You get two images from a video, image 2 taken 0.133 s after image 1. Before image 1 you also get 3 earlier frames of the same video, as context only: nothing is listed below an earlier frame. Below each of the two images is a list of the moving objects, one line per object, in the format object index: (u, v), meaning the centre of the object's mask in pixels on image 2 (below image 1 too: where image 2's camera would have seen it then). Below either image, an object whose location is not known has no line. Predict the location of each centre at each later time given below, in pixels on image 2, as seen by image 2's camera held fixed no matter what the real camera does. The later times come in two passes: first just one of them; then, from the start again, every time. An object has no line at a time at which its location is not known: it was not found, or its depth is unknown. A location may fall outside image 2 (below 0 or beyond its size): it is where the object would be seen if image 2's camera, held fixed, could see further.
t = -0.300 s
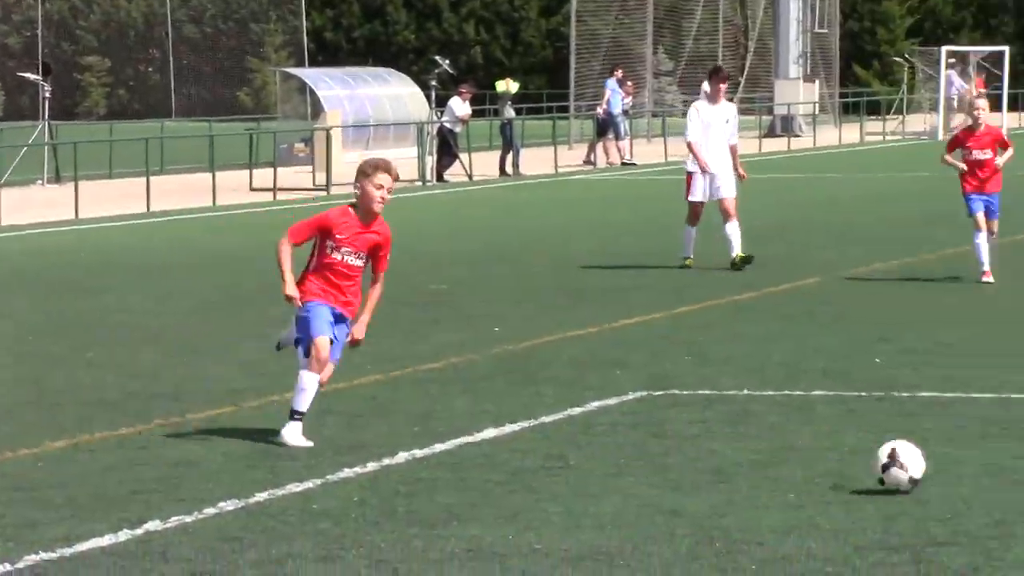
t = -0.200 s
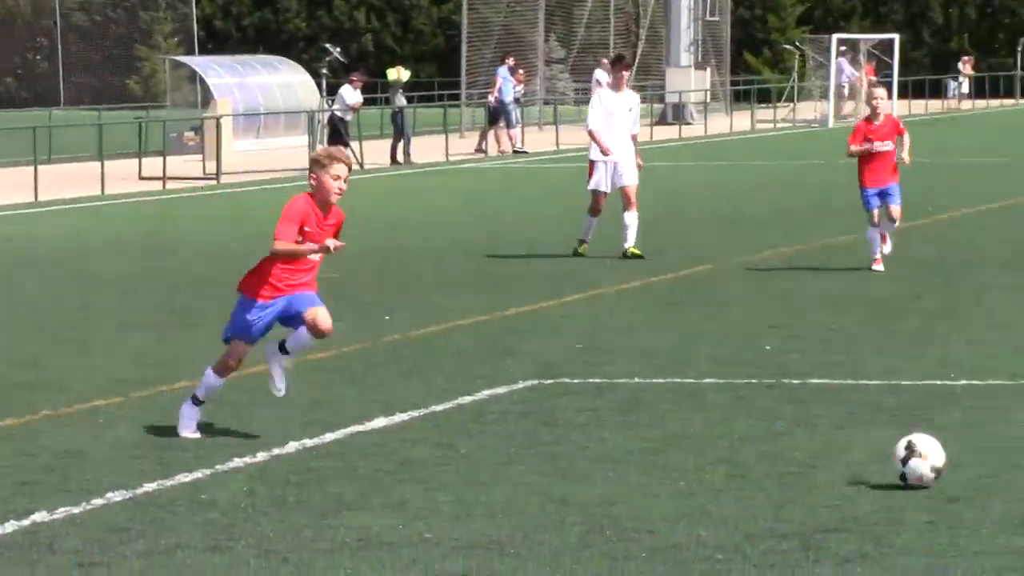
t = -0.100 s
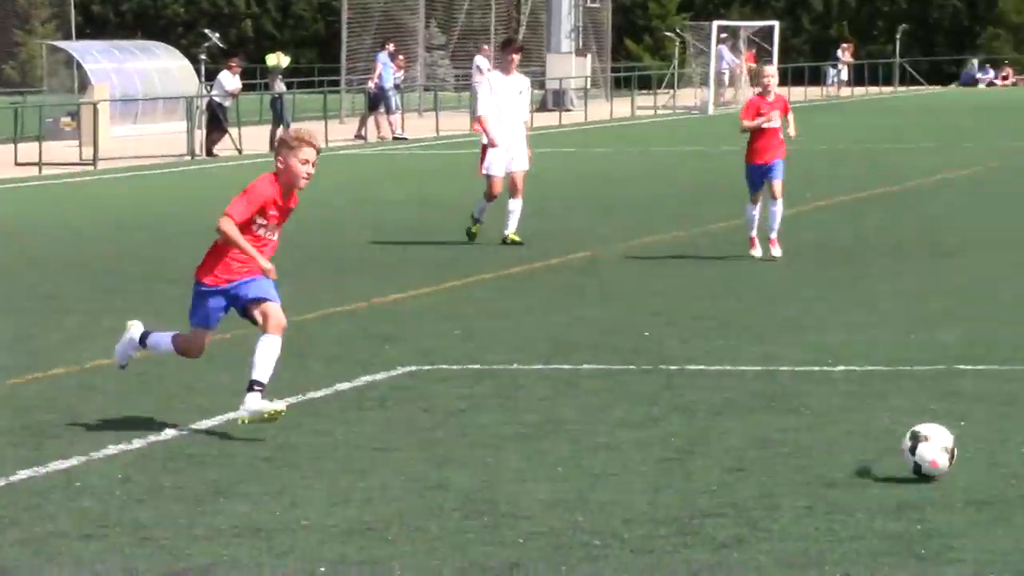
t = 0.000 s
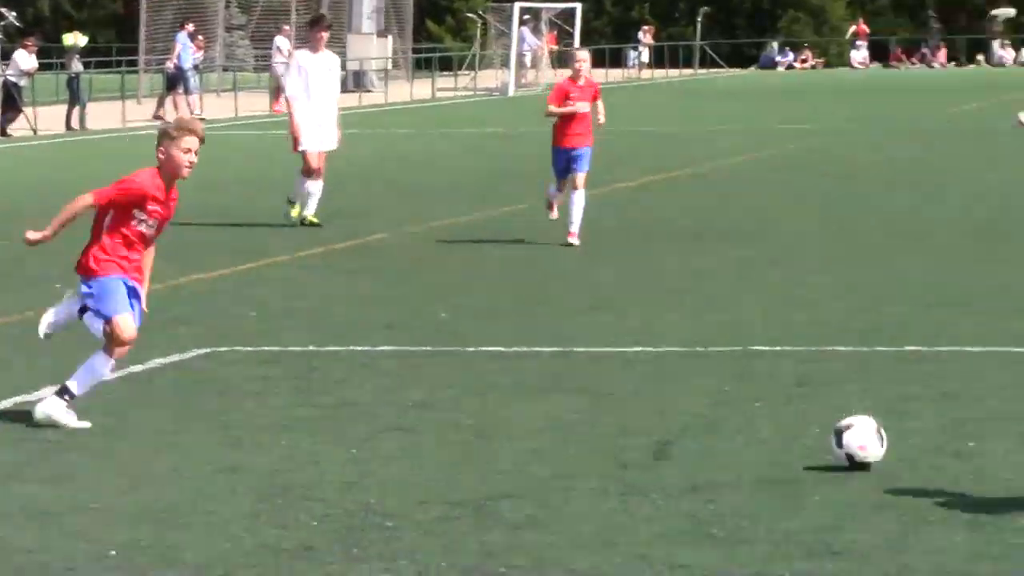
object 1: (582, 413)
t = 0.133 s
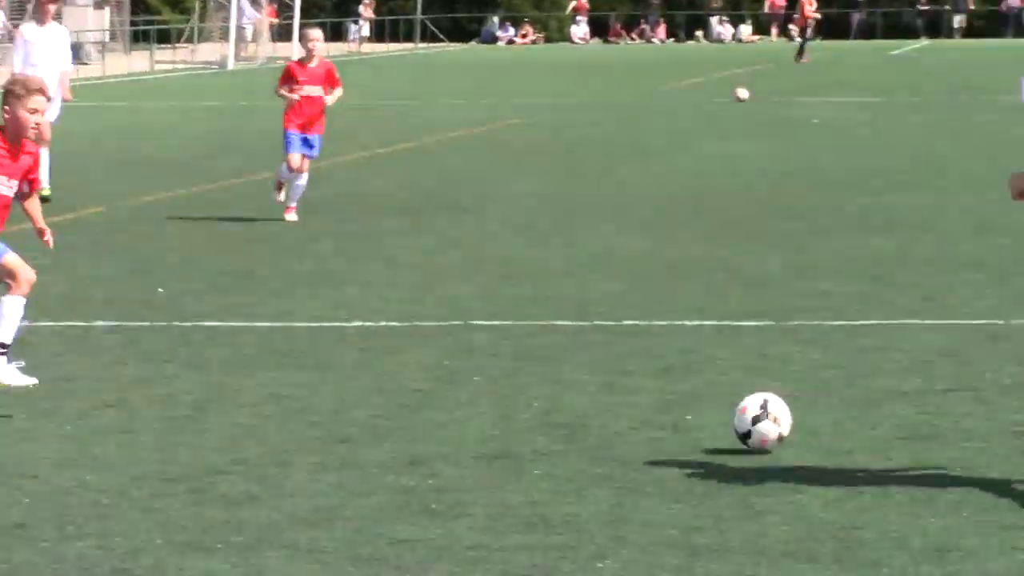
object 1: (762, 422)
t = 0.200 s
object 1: (854, 426)
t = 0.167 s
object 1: (809, 428)
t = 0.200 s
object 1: (854, 426)
